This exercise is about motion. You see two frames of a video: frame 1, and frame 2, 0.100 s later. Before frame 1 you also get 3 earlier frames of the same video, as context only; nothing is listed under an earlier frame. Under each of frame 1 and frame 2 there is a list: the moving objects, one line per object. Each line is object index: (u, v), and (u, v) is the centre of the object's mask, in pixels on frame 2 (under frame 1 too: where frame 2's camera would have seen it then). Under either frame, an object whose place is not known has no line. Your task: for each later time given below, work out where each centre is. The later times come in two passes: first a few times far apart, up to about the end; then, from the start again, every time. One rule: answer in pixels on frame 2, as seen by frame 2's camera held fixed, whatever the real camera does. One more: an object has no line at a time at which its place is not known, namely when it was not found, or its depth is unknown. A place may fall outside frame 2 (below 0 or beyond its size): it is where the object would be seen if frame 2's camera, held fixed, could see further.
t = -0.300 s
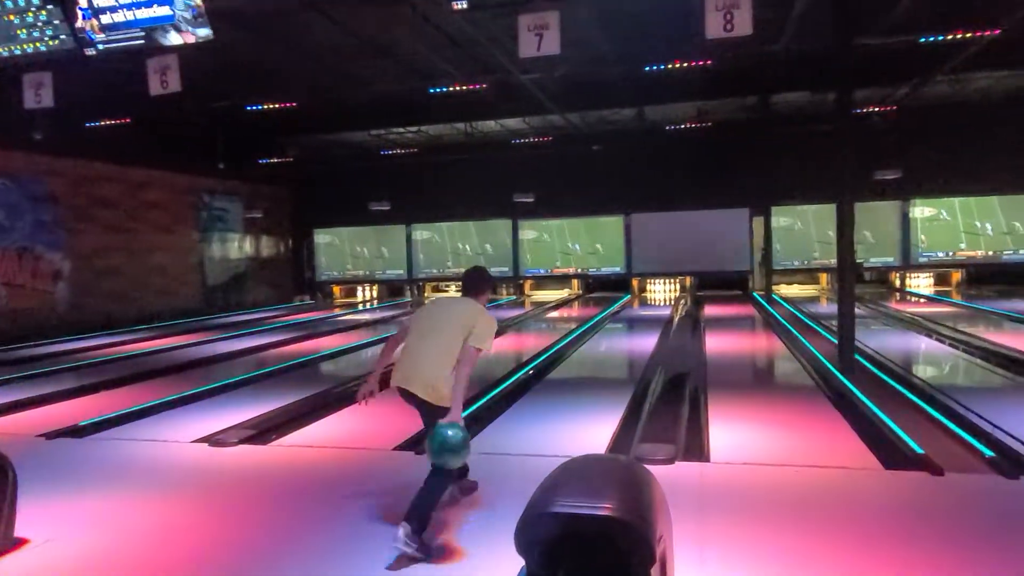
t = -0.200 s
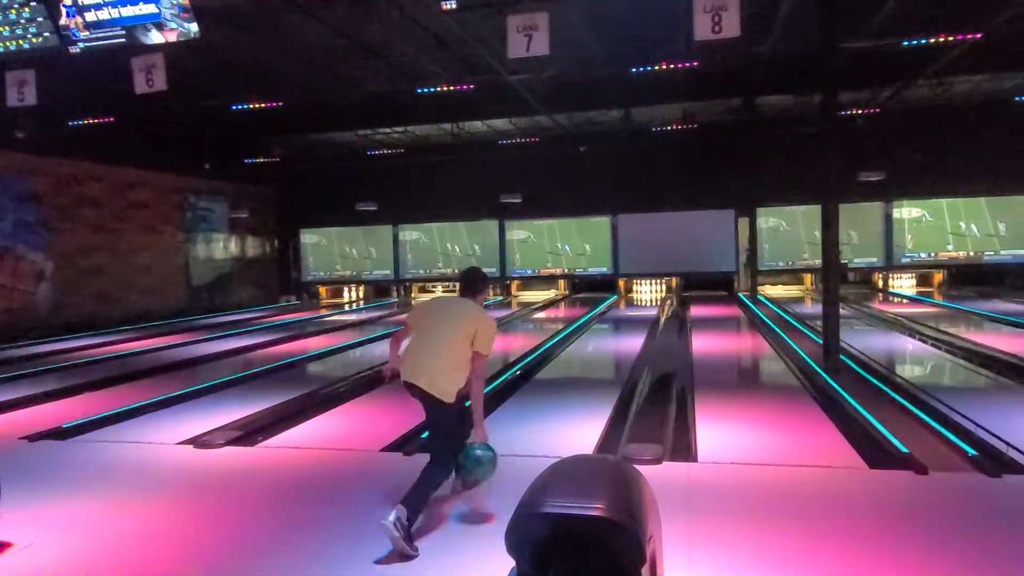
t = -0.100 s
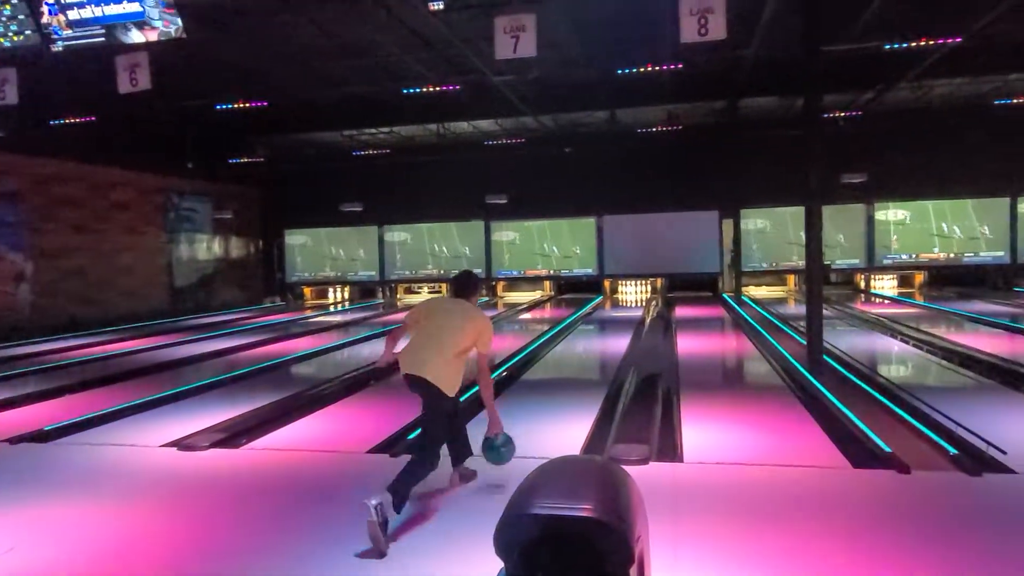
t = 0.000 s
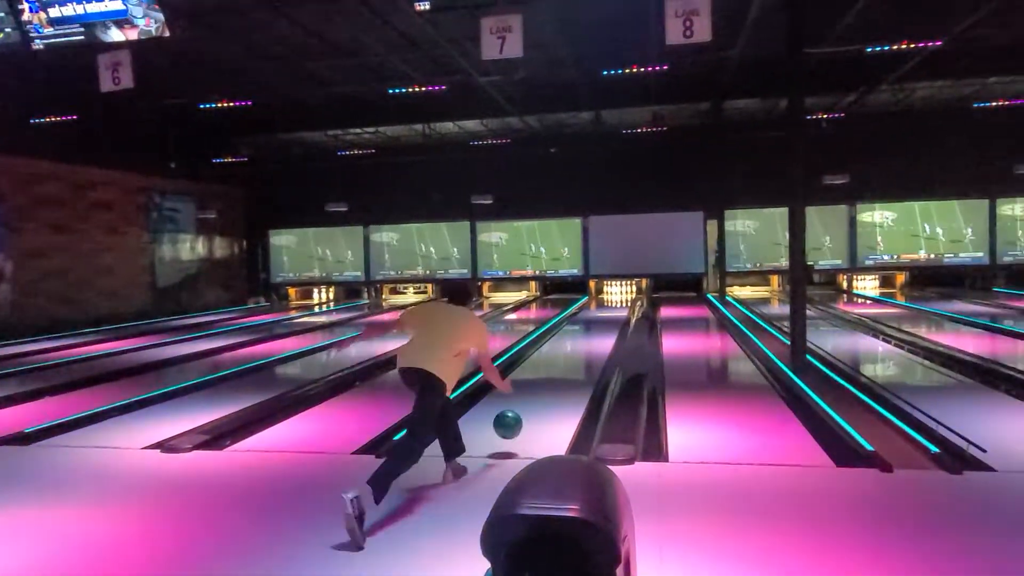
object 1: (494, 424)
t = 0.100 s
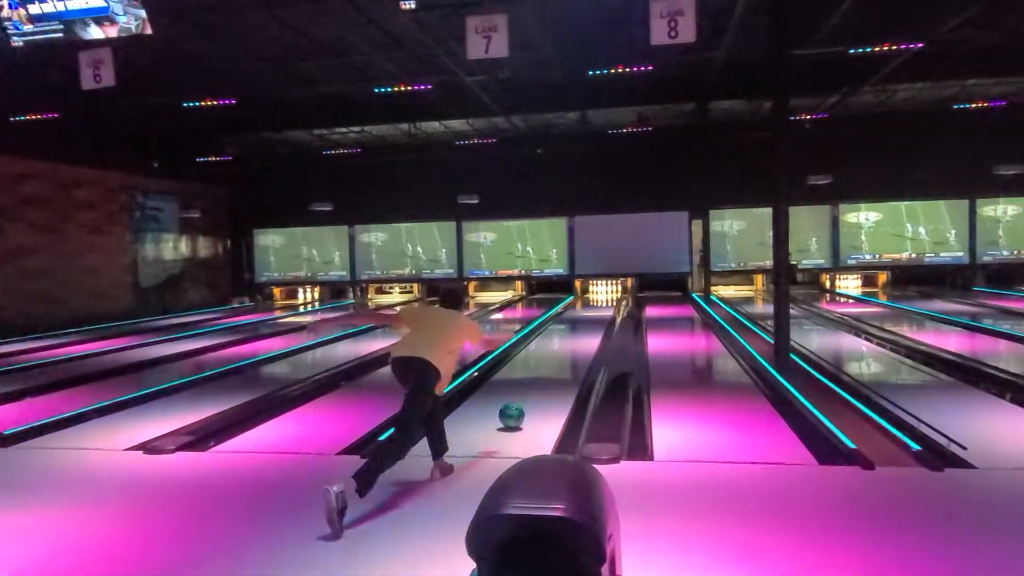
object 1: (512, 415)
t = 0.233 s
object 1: (529, 395)
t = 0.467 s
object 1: (550, 366)
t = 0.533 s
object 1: (555, 359)
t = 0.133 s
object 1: (517, 409)
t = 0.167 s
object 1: (521, 403)
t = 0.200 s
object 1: (525, 400)
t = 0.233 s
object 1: (529, 395)
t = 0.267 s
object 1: (532, 389)
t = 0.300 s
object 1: (536, 385)
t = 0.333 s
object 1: (539, 380)
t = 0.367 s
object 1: (542, 376)
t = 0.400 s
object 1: (545, 372)
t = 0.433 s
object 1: (548, 369)
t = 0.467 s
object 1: (550, 366)
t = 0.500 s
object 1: (553, 362)
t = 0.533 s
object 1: (555, 359)
